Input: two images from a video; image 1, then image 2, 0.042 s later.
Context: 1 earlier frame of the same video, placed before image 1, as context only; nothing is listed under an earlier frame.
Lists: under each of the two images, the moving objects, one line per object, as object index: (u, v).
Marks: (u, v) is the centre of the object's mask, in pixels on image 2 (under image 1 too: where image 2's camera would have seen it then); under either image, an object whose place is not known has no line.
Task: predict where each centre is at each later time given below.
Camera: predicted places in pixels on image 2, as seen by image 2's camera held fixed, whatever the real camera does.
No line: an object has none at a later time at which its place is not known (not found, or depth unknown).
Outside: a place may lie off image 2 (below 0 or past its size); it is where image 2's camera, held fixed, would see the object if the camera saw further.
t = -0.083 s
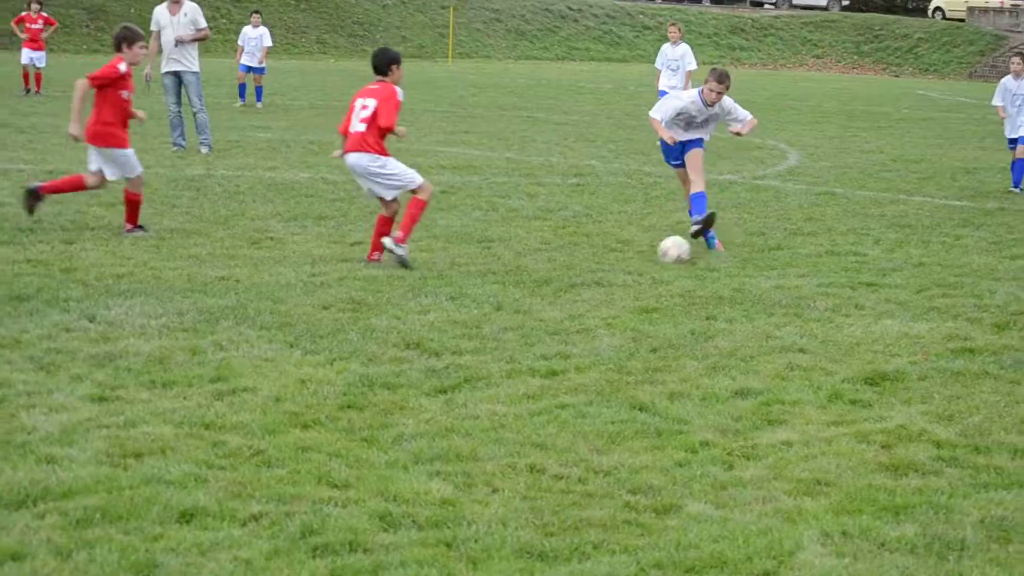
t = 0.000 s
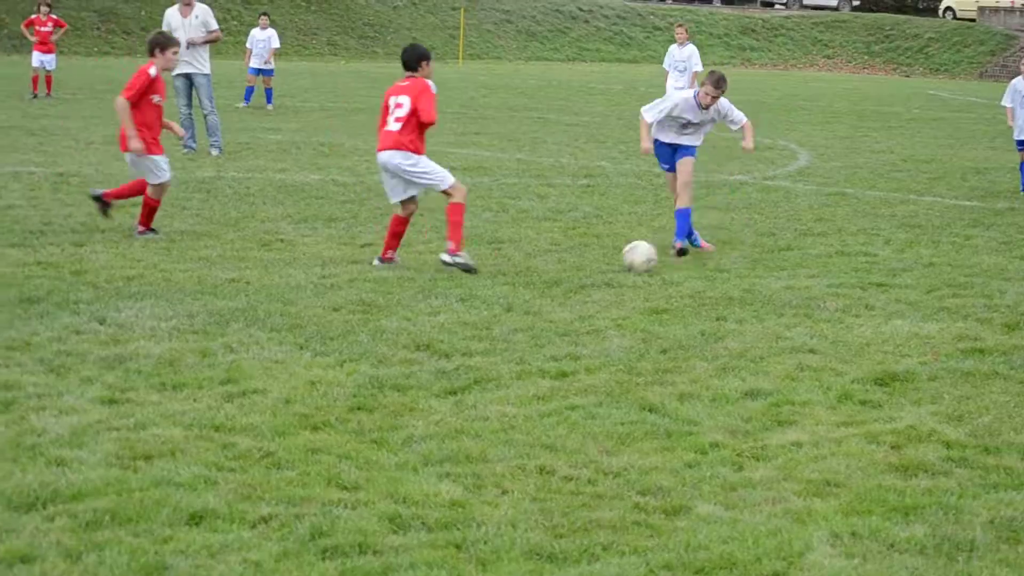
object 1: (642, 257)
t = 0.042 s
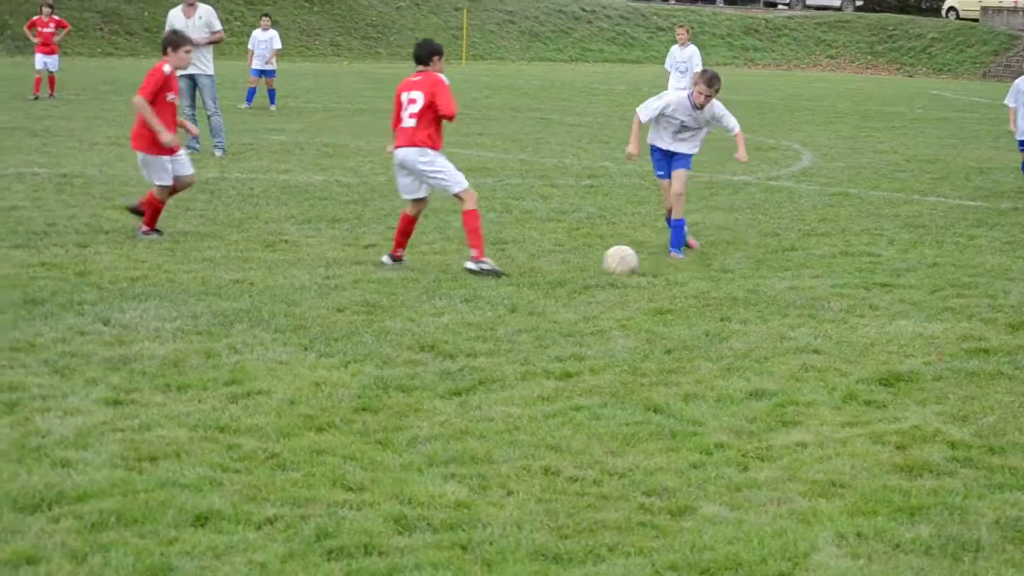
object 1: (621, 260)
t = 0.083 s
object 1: (598, 265)
